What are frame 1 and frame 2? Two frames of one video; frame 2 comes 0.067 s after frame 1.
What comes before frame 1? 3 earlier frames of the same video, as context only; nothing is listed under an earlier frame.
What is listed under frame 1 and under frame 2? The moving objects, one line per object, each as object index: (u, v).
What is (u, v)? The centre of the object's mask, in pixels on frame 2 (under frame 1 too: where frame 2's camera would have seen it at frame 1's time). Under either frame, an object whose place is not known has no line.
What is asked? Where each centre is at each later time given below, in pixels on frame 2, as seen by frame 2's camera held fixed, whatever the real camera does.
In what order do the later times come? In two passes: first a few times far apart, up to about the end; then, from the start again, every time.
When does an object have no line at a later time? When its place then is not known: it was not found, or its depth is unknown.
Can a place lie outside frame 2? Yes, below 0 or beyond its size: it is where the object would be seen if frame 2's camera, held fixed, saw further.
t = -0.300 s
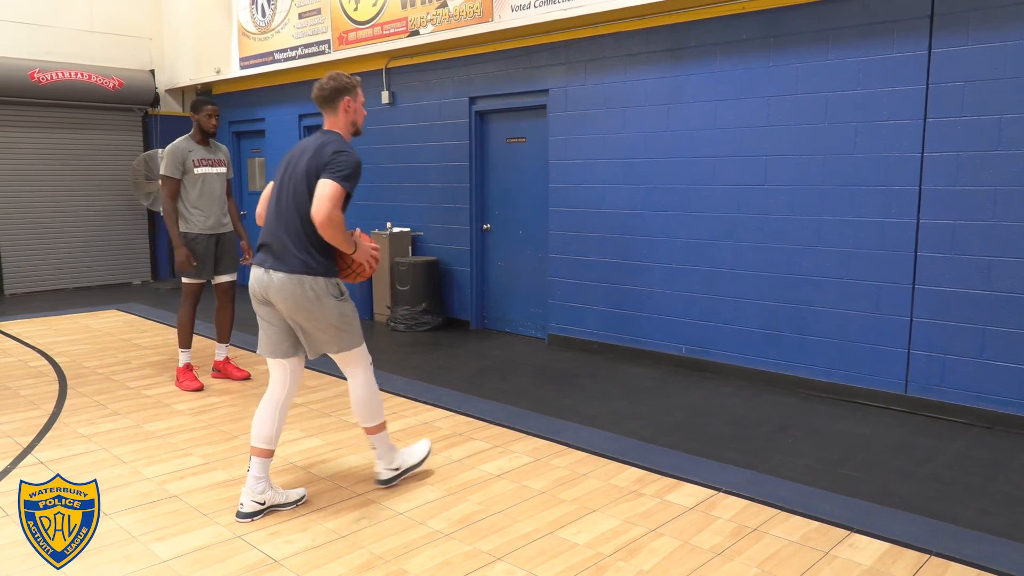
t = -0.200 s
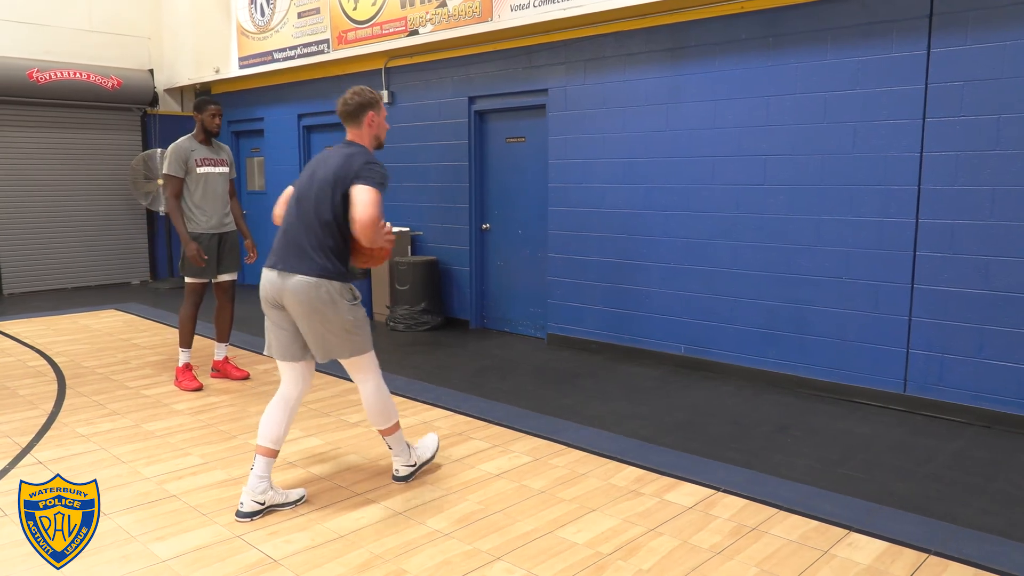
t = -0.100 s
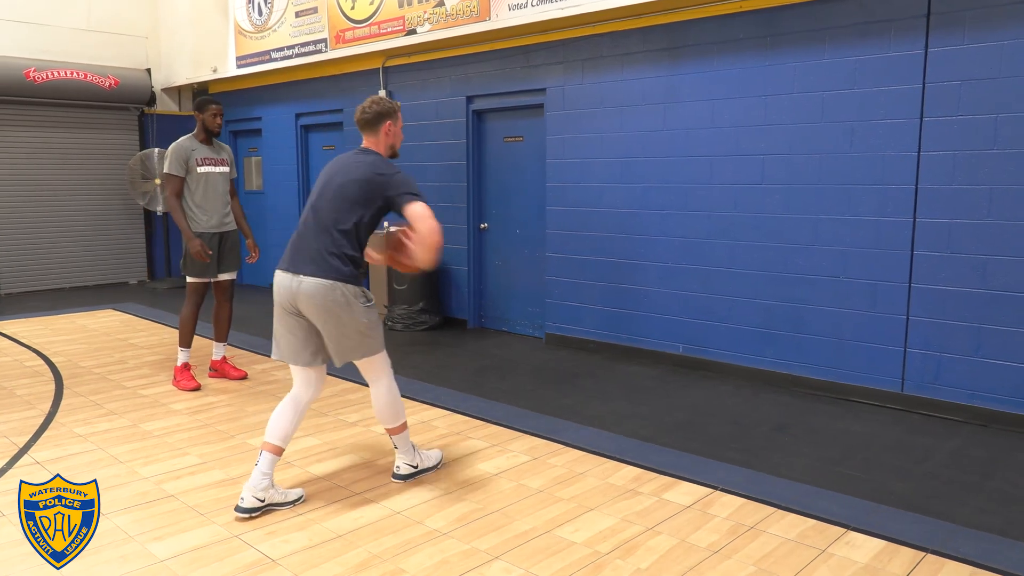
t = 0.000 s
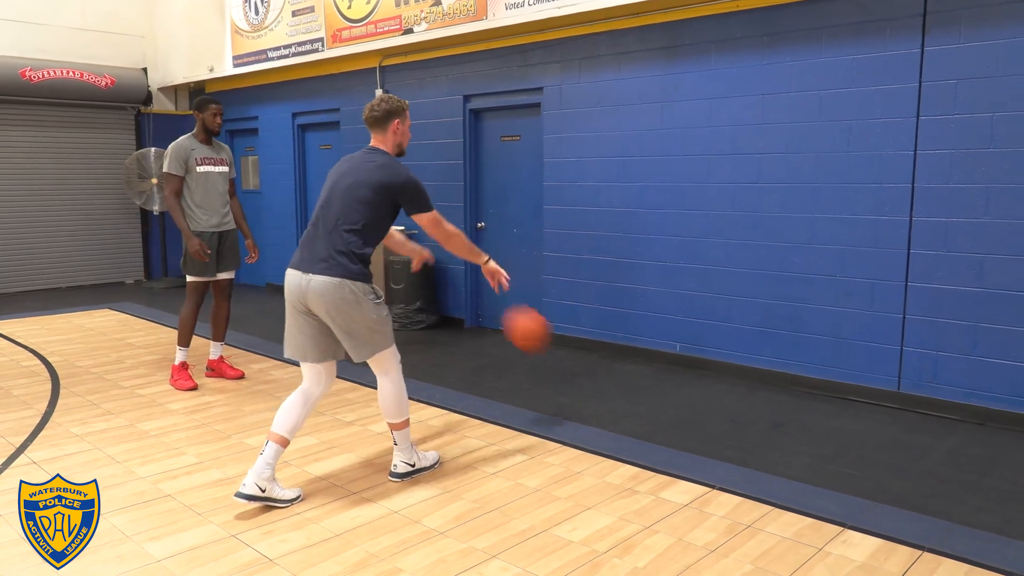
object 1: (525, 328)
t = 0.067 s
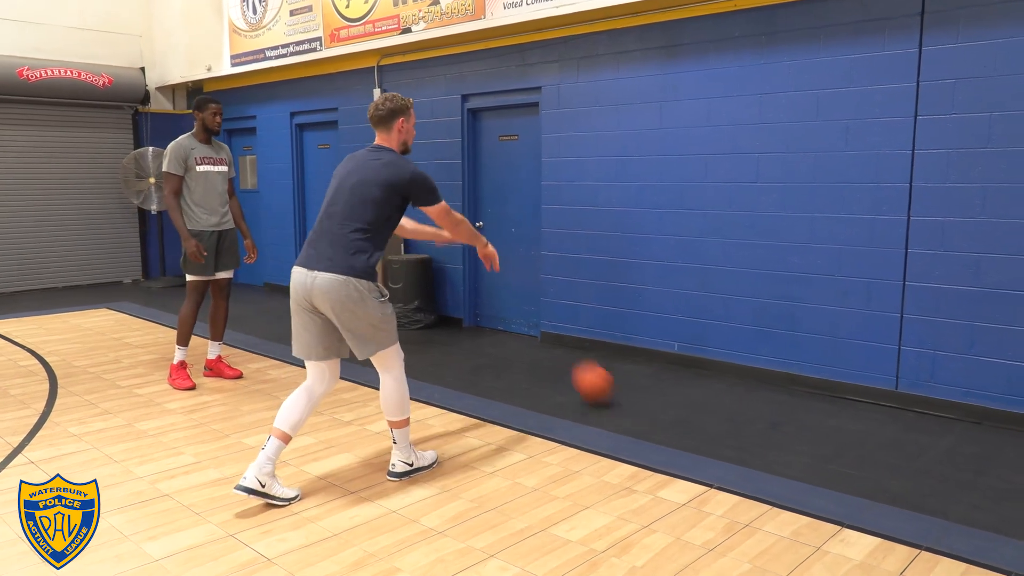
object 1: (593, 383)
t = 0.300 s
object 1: (696, 228)
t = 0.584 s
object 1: (606, 109)
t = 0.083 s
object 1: (605, 383)
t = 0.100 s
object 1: (613, 366)
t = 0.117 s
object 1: (620, 351)
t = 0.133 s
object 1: (627, 338)
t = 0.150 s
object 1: (635, 323)
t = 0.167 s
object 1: (642, 310)
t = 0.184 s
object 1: (650, 298)
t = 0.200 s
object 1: (657, 287)
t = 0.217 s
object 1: (664, 275)
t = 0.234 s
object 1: (670, 264)
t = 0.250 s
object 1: (677, 254)
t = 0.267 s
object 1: (684, 245)
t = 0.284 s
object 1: (690, 236)
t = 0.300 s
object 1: (696, 228)
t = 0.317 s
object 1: (696, 220)
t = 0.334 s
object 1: (690, 210)
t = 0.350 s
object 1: (686, 201)
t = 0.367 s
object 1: (680, 193)
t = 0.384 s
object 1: (675, 185)
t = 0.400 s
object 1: (670, 177)
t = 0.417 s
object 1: (665, 170)
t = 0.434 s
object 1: (660, 163)
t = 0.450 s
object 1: (654, 156)
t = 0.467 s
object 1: (649, 149)
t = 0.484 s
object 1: (643, 142)
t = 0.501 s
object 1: (637, 136)
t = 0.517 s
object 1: (631, 130)
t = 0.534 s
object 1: (625, 124)
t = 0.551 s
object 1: (619, 119)
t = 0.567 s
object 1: (612, 114)
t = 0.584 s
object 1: (606, 109)
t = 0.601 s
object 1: (599, 105)
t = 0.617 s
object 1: (593, 100)
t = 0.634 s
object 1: (586, 97)
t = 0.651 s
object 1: (579, 93)
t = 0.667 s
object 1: (572, 90)
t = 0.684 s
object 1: (564, 87)
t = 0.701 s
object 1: (557, 84)
